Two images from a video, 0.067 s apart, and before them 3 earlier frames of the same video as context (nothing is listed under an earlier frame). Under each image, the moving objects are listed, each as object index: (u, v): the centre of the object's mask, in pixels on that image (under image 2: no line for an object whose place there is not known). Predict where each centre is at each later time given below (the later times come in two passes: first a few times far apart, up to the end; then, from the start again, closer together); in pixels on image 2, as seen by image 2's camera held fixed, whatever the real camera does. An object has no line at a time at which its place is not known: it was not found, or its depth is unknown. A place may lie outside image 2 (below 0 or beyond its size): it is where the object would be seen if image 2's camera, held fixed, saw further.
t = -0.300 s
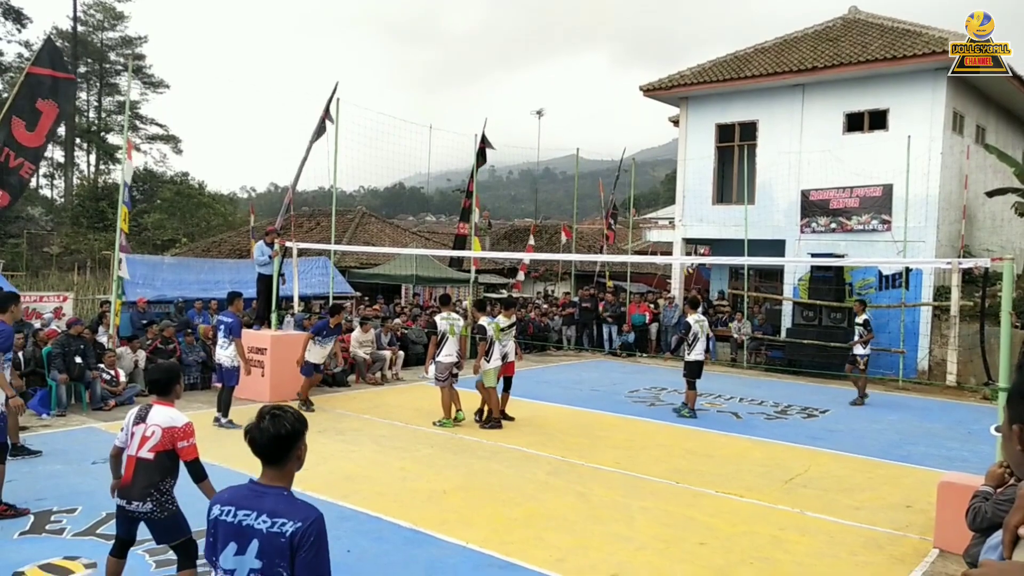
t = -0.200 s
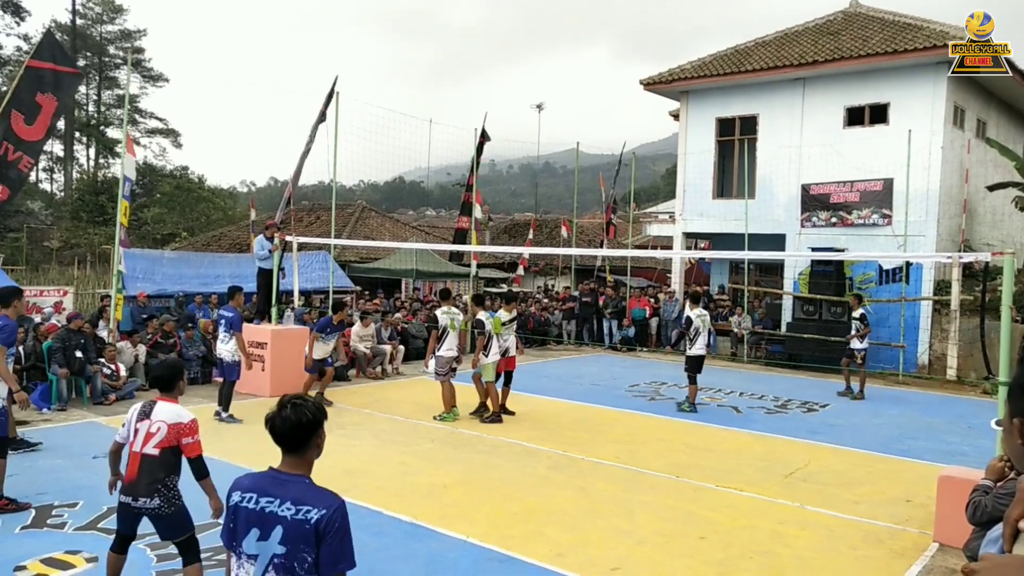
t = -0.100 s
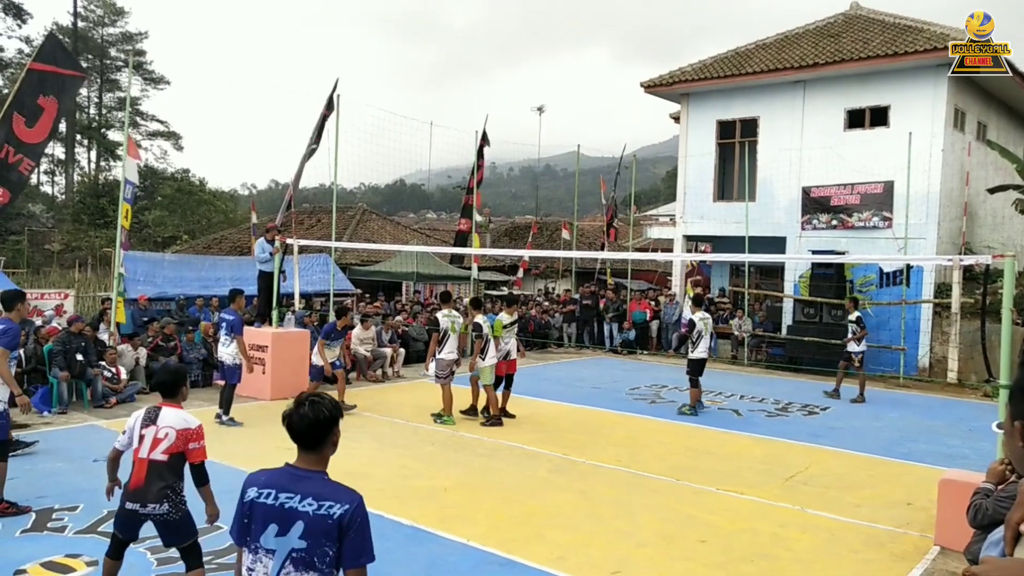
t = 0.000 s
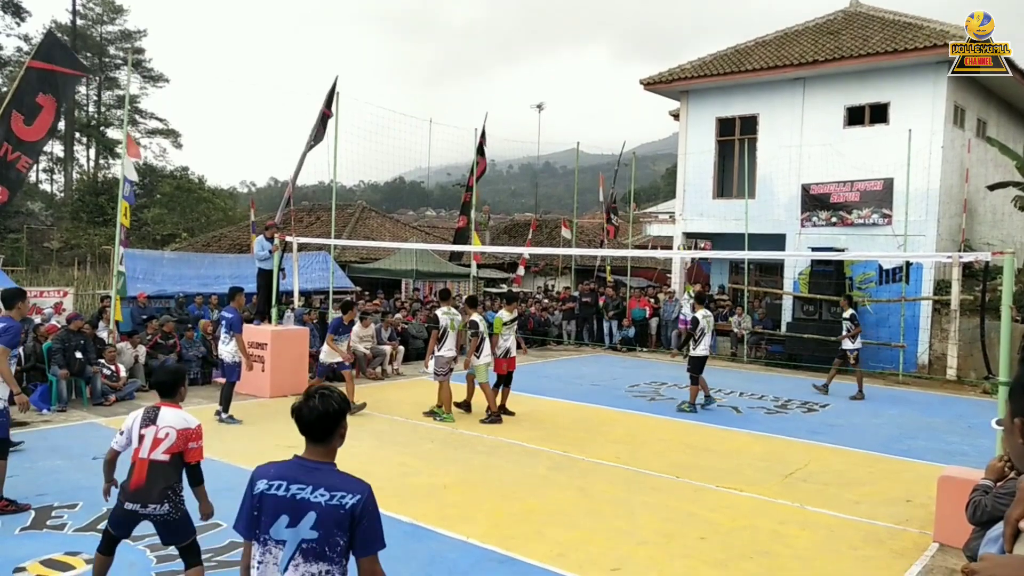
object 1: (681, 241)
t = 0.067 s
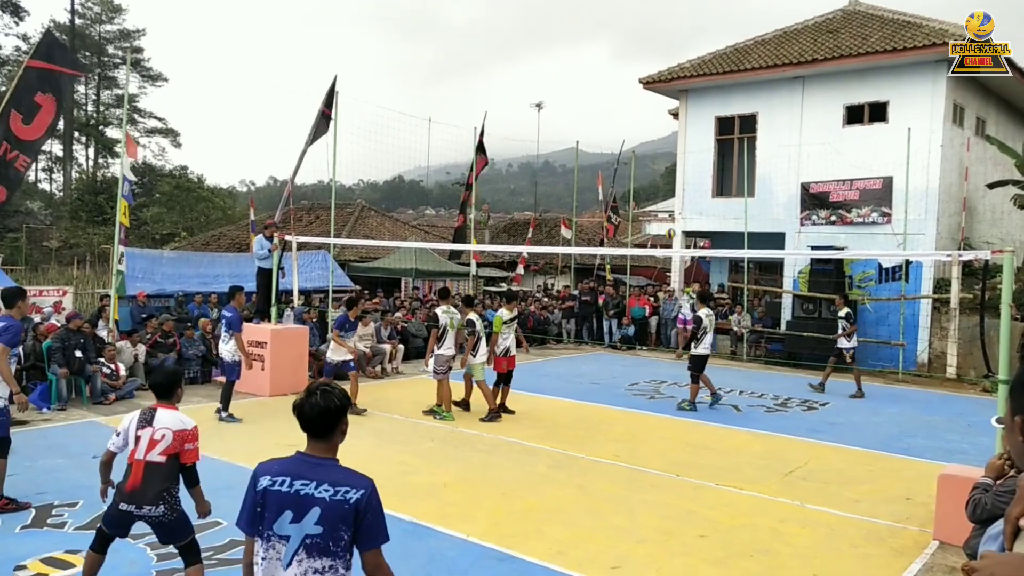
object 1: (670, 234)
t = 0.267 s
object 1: (625, 195)
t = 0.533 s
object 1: (541, 158)
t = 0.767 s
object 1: (423, 159)
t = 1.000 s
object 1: (190, 236)
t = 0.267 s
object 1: (625, 195)
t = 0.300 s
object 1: (617, 189)
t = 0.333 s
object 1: (607, 184)
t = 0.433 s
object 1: (576, 169)
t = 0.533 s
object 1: (541, 158)
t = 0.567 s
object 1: (528, 155)
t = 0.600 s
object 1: (514, 154)
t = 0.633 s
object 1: (499, 153)
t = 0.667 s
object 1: (483, 153)
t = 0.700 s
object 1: (464, 154)
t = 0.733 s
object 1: (445, 156)
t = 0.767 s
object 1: (423, 159)
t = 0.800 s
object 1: (399, 164)
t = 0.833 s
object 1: (372, 170)
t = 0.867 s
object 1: (344, 179)
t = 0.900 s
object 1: (311, 189)
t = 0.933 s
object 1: (274, 200)
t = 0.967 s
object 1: (235, 217)
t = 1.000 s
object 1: (190, 236)
